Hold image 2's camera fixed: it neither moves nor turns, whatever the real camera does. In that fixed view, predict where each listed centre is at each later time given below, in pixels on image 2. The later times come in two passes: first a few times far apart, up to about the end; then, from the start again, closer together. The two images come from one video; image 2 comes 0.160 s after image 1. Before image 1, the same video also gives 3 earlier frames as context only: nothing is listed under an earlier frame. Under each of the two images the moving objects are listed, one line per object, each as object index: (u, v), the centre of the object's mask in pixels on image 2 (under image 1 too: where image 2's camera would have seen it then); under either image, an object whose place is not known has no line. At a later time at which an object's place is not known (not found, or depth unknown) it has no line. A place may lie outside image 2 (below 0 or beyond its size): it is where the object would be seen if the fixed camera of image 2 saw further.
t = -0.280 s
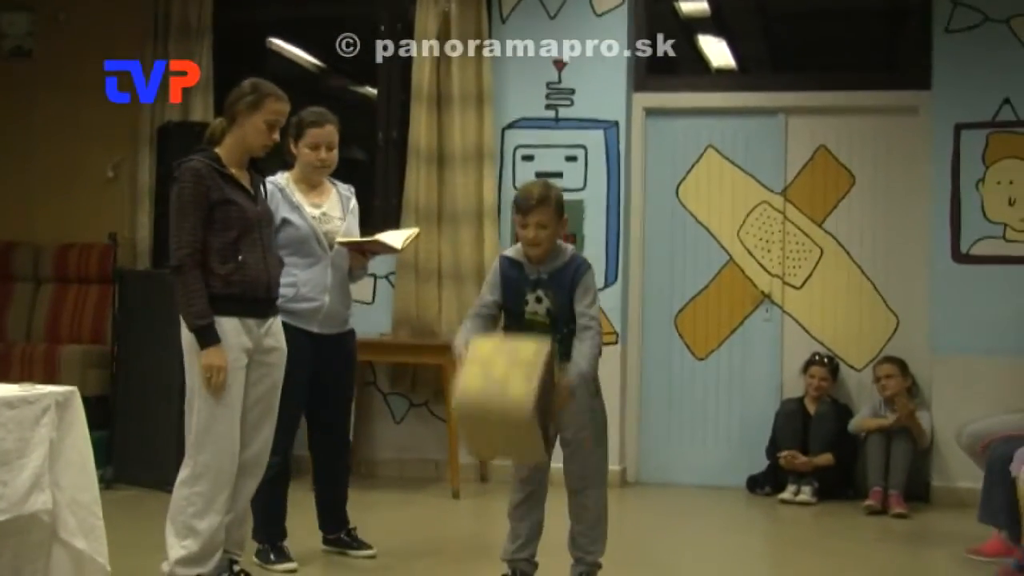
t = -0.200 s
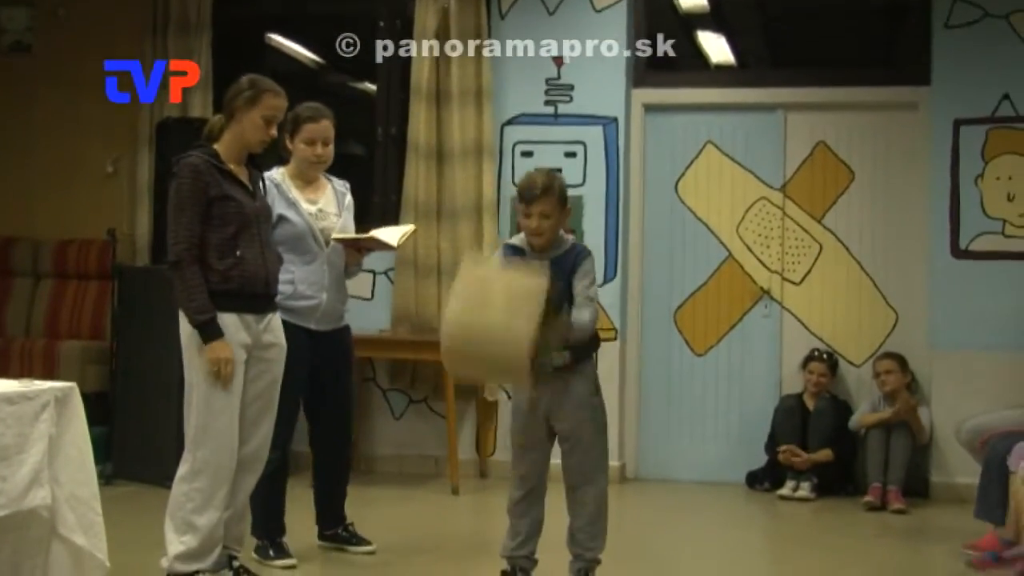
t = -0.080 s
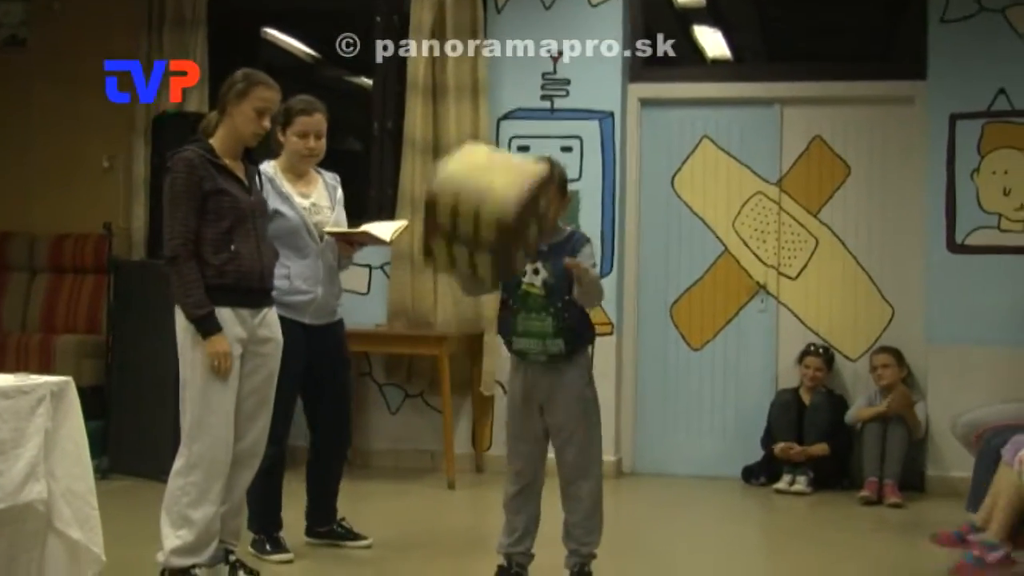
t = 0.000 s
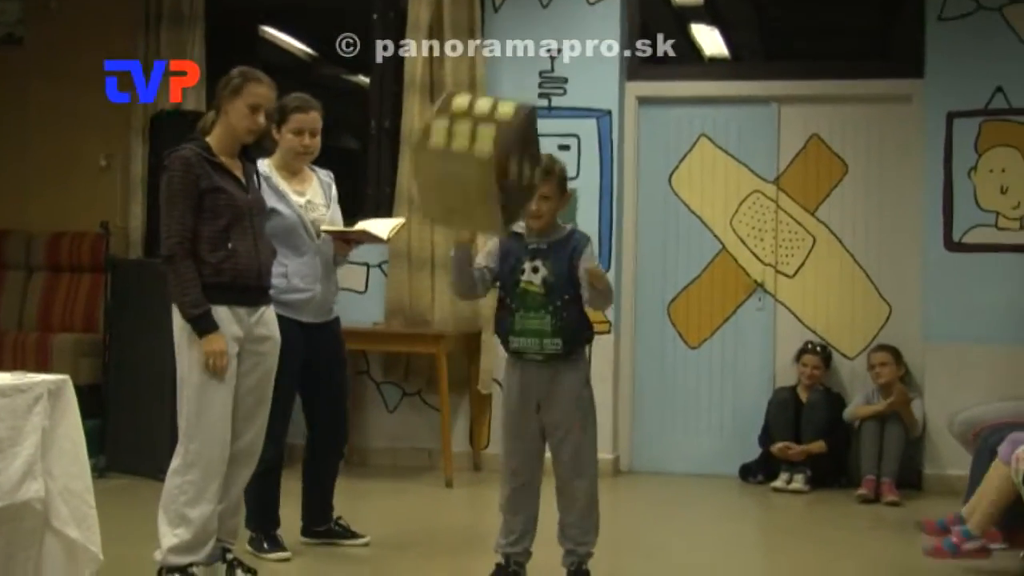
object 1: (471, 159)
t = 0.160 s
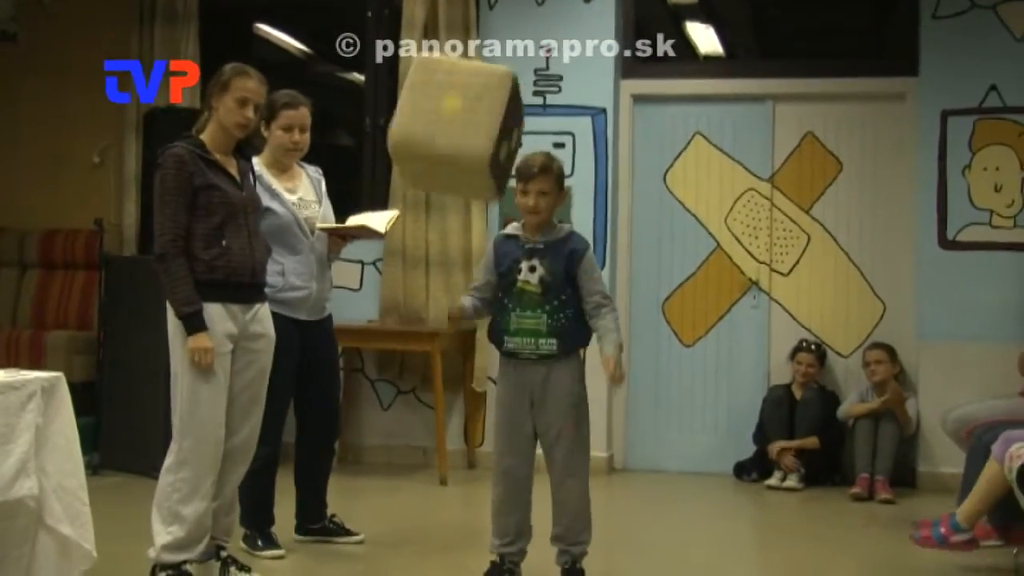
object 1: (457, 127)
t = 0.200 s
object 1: (452, 135)
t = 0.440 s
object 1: (422, 310)
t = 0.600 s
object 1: (403, 537)
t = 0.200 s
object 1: (452, 135)
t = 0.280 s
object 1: (443, 163)
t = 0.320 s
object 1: (437, 187)
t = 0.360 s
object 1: (430, 230)
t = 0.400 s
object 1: (426, 259)
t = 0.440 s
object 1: (422, 310)
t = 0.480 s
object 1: (416, 364)
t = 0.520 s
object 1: (408, 422)
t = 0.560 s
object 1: (396, 499)
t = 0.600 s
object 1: (403, 537)
